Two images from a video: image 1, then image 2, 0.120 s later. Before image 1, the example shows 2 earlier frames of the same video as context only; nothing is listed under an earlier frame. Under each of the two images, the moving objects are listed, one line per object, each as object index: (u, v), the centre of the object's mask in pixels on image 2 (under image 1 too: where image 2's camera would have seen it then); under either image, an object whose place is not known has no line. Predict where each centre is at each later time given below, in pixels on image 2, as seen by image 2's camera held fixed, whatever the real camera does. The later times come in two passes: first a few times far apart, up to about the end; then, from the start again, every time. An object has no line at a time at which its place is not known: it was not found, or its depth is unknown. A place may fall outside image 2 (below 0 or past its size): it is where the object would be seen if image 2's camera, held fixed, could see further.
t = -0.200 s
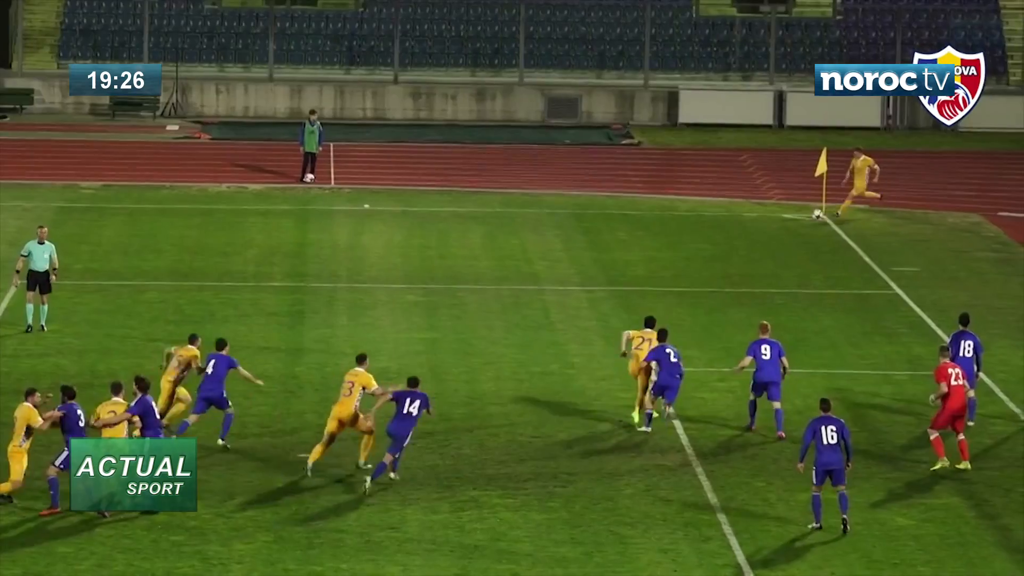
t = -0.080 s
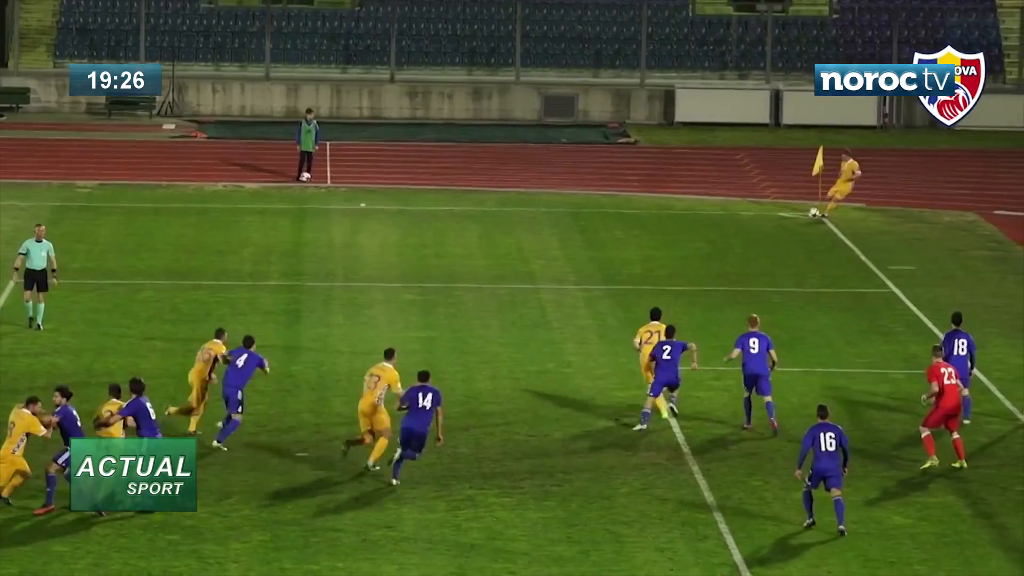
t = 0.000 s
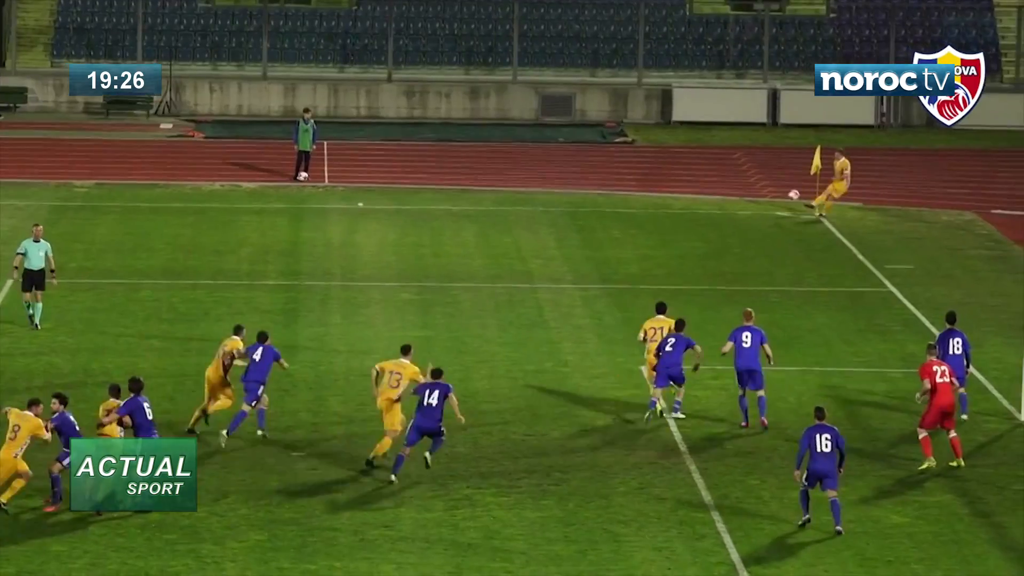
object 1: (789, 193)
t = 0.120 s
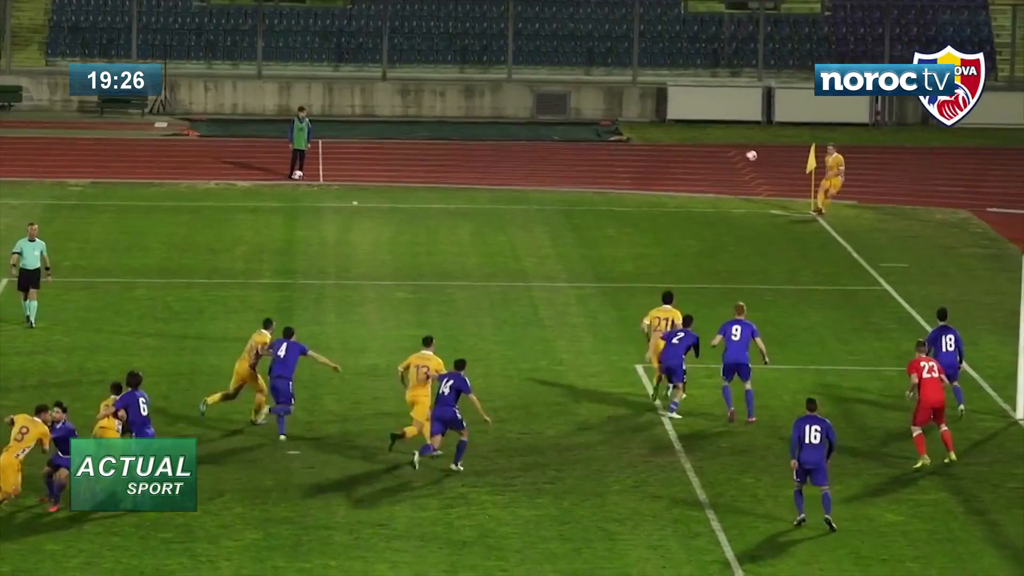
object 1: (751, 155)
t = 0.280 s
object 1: (706, 114)
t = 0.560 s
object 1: (642, 70)
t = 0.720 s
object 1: (613, 64)
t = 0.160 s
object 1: (739, 144)
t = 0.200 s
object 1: (728, 133)
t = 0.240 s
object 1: (717, 124)
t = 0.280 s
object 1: (706, 114)
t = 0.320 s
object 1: (697, 105)
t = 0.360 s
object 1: (685, 98)
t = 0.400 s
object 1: (677, 90)
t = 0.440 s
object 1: (667, 84)
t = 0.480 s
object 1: (658, 79)
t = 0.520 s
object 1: (650, 73)
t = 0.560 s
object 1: (642, 70)
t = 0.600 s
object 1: (634, 67)
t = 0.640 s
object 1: (626, 65)
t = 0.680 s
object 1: (620, 64)
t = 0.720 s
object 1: (613, 64)
